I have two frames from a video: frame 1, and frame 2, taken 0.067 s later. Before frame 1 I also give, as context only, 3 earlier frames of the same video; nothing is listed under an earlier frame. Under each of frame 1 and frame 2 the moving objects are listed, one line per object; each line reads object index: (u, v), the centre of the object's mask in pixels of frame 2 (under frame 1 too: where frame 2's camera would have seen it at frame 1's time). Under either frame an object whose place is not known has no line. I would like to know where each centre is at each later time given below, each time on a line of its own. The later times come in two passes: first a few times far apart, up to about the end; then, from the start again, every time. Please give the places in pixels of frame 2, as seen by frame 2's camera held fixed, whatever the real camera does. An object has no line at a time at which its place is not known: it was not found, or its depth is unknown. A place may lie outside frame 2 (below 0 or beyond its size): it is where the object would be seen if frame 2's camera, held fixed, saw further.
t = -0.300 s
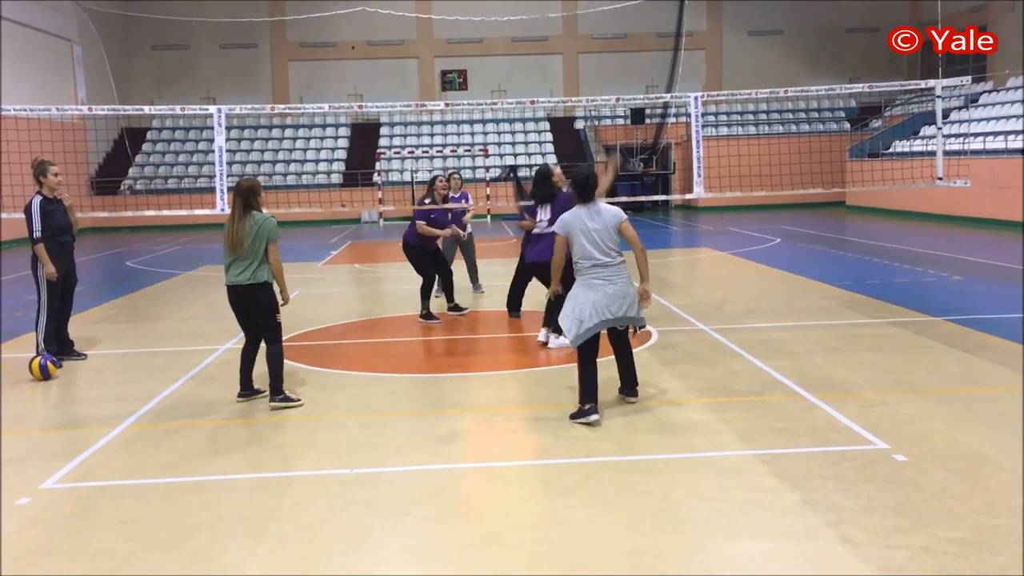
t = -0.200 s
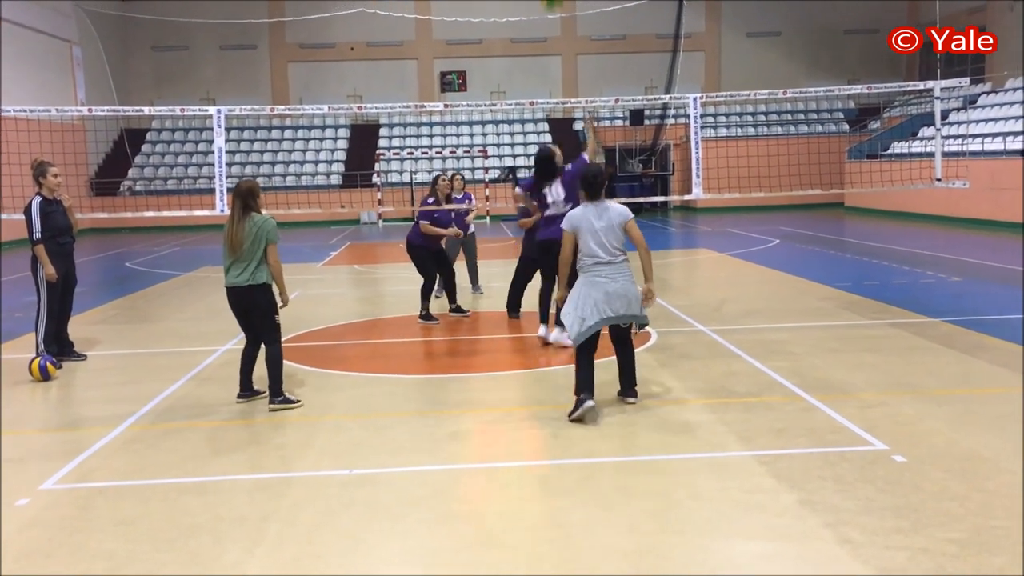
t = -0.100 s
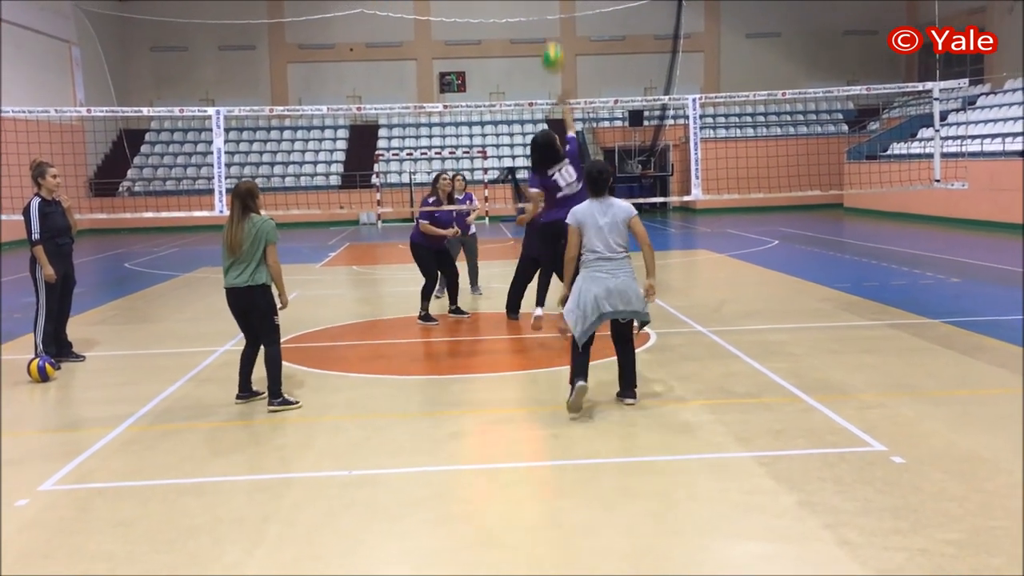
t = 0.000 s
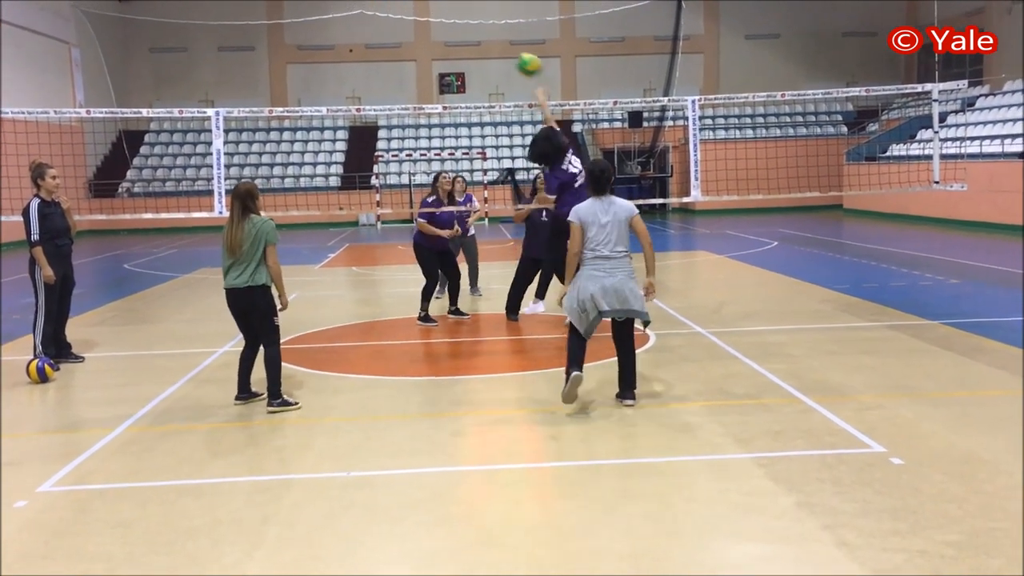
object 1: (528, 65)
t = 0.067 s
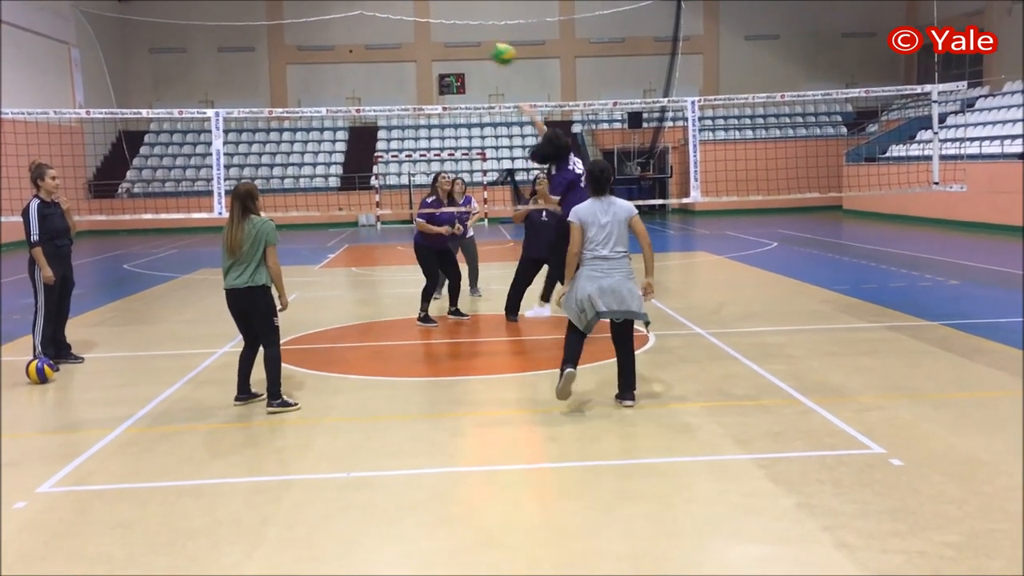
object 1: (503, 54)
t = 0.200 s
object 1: (456, 46)
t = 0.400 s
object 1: (397, 69)
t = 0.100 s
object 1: (491, 50)
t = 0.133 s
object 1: (479, 47)
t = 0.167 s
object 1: (467, 46)
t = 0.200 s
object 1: (456, 46)
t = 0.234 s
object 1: (446, 47)
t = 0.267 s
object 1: (435, 50)
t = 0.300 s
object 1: (425, 53)
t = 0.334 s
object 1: (415, 57)
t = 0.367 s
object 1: (405, 62)
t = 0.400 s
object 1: (397, 69)
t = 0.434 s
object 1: (387, 77)
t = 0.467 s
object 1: (378, 84)
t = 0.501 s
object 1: (370, 94)
